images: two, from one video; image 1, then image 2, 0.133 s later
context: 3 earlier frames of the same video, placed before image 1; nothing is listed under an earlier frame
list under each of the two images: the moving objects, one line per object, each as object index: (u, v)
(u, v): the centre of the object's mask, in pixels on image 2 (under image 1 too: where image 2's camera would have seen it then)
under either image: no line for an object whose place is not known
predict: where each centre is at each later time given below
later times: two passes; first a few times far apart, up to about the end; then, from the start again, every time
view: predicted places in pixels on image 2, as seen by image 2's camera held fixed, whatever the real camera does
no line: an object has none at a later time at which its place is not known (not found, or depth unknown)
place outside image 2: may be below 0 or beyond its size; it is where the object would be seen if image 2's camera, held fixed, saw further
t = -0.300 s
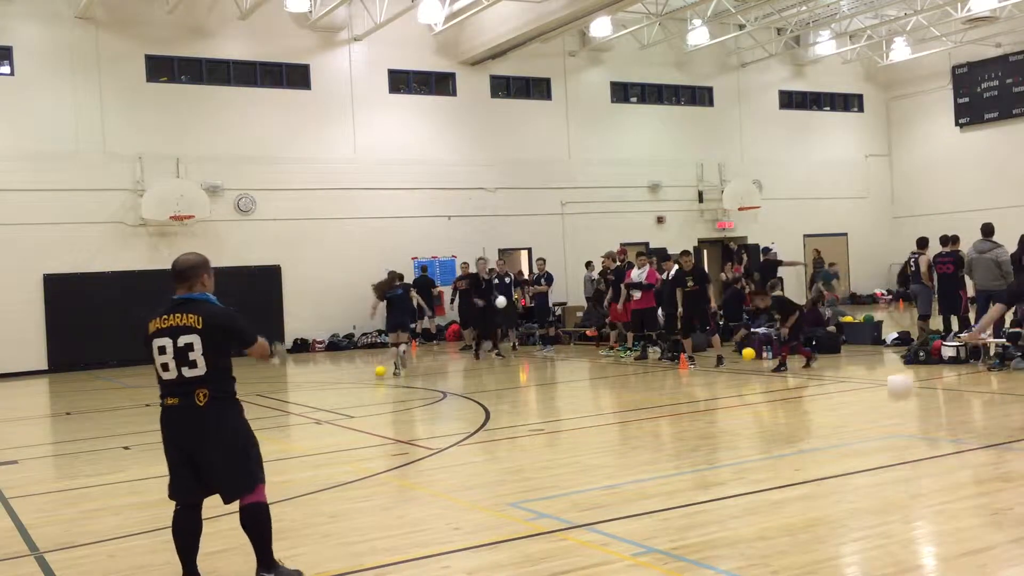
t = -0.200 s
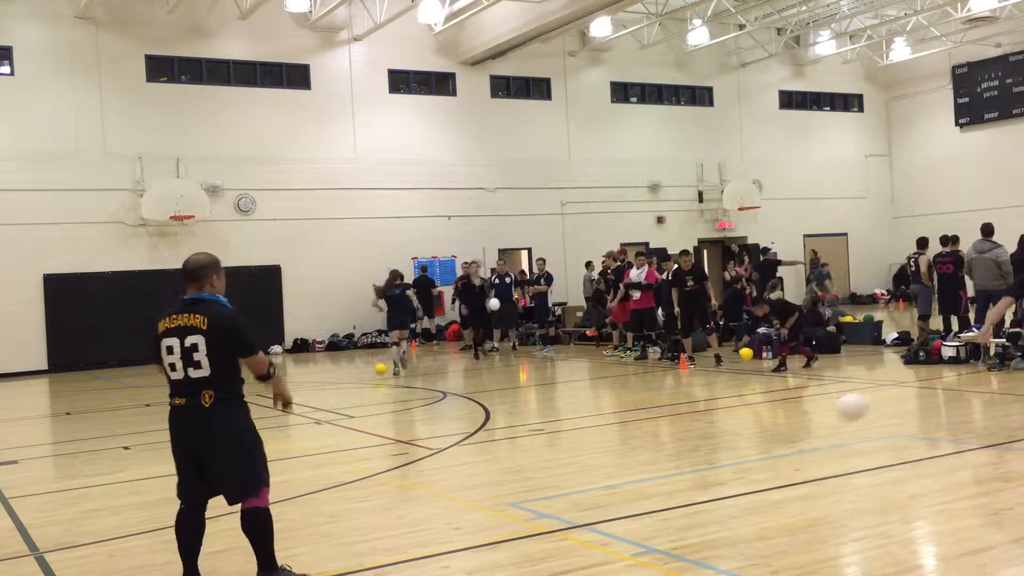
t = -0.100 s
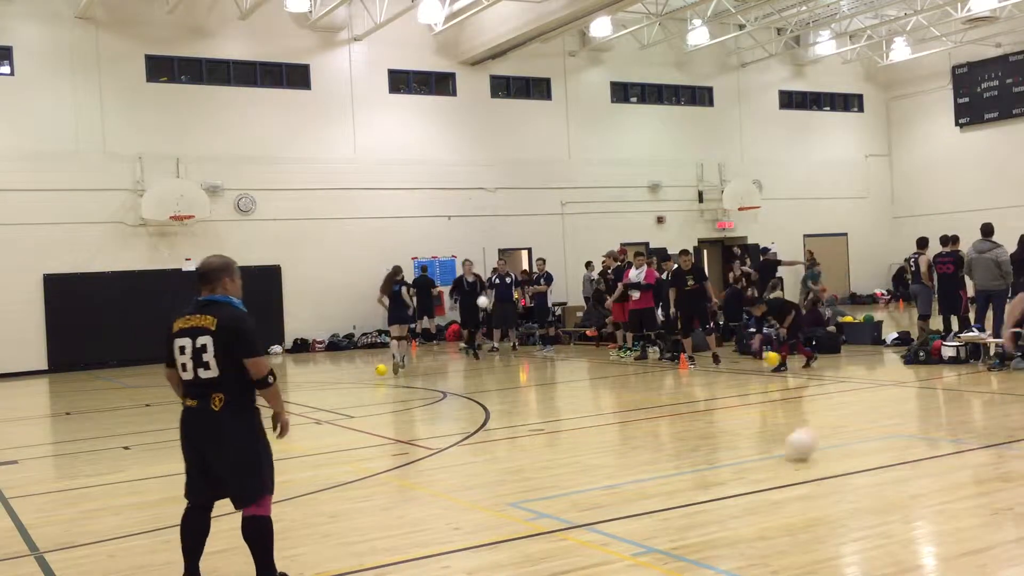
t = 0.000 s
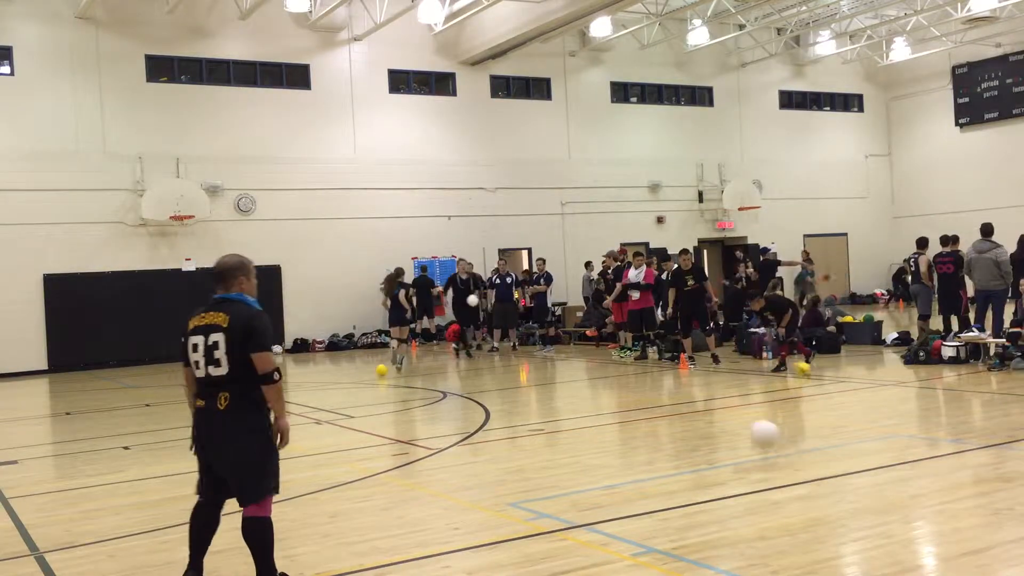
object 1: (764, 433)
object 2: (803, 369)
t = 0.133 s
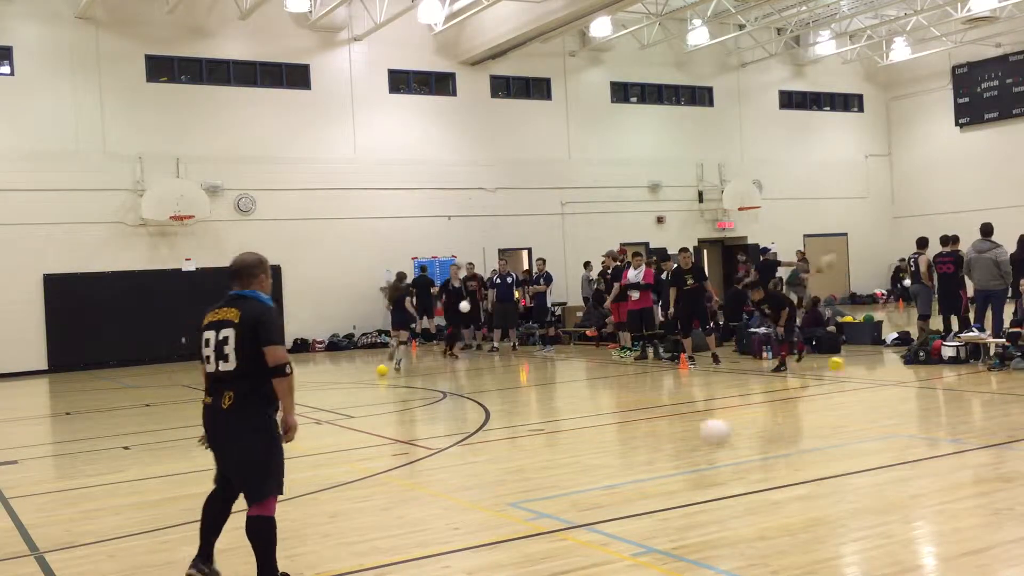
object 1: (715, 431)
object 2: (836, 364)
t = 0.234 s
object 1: (679, 449)
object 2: (861, 367)
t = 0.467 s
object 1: (589, 471)
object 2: (923, 375)
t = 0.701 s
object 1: (494, 495)
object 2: (987, 378)
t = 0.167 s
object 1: (702, 434)
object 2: (844, 364)
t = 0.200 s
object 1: (690, 439)
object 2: (852, 365)
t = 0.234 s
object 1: (679, 449)
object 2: (861, 367)
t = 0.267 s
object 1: (666, 459)
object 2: (870, 371)
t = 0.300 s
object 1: (652, 471)
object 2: (879, 373)
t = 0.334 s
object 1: (638, 475)
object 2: (888, 371)
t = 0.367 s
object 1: (627, 471)
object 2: (896, 370)
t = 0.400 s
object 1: (614, 469)
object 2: (904, 371)
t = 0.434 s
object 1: (601, 469)
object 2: (914, 373)
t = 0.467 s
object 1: (589, 471)
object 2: (923, 375)
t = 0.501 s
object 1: (577, 475)
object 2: (932, 374)
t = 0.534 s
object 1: (563, 480)
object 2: (941, 374)
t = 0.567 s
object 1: (548, 490)
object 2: (950, 377)
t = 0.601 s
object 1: (534, 496)
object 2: (961, 377)
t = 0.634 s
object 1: (522, 494)
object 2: (968, 377)
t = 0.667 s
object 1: (507, 493)
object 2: (978, 378)
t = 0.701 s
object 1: (494, 495)
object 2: (987, 378)
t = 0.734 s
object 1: (479, 498)
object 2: (998, 378)
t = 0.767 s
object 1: (465, 505)
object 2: (1007, 379)
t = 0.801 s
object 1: (450, 511)
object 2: (1015, 379)
